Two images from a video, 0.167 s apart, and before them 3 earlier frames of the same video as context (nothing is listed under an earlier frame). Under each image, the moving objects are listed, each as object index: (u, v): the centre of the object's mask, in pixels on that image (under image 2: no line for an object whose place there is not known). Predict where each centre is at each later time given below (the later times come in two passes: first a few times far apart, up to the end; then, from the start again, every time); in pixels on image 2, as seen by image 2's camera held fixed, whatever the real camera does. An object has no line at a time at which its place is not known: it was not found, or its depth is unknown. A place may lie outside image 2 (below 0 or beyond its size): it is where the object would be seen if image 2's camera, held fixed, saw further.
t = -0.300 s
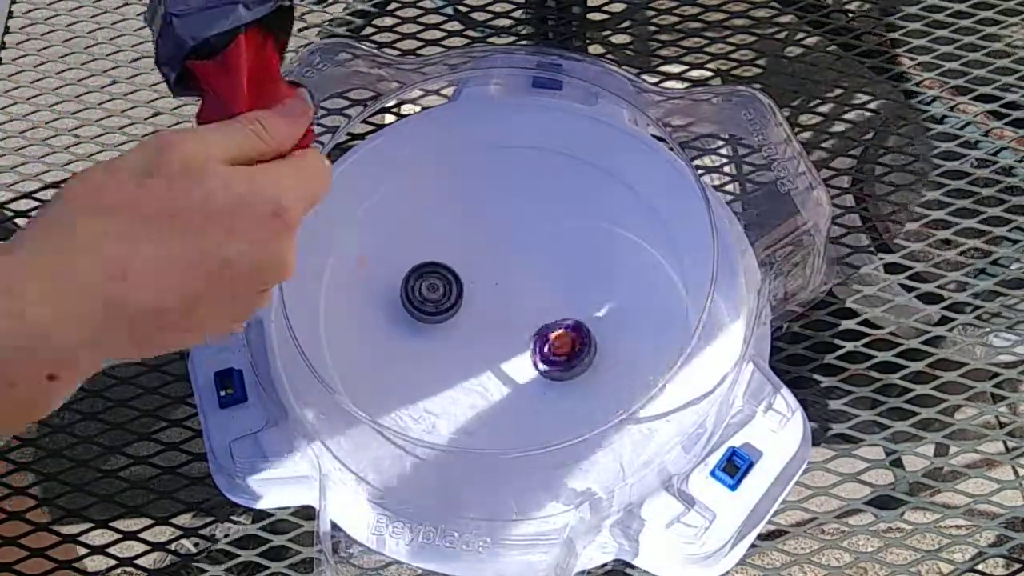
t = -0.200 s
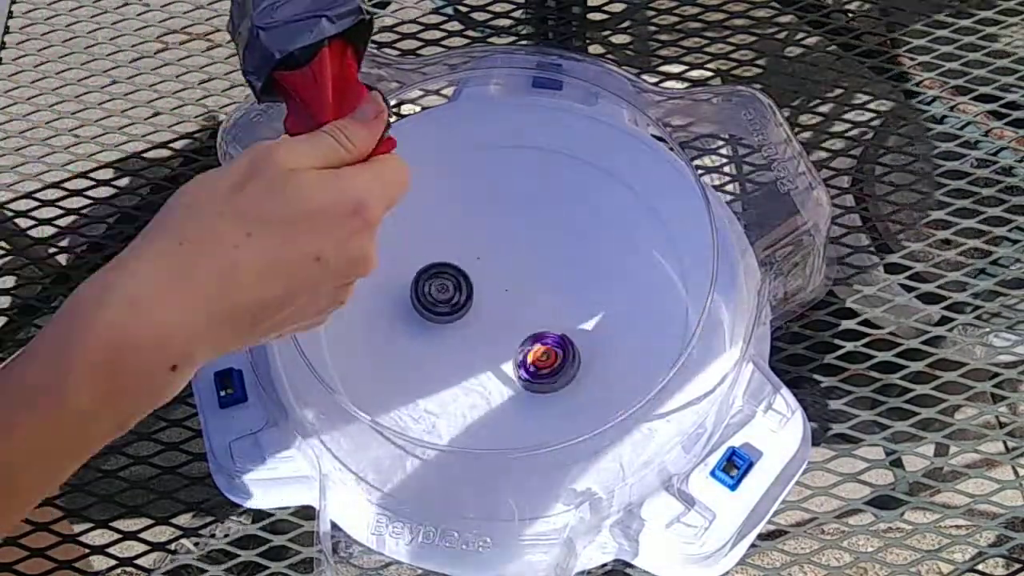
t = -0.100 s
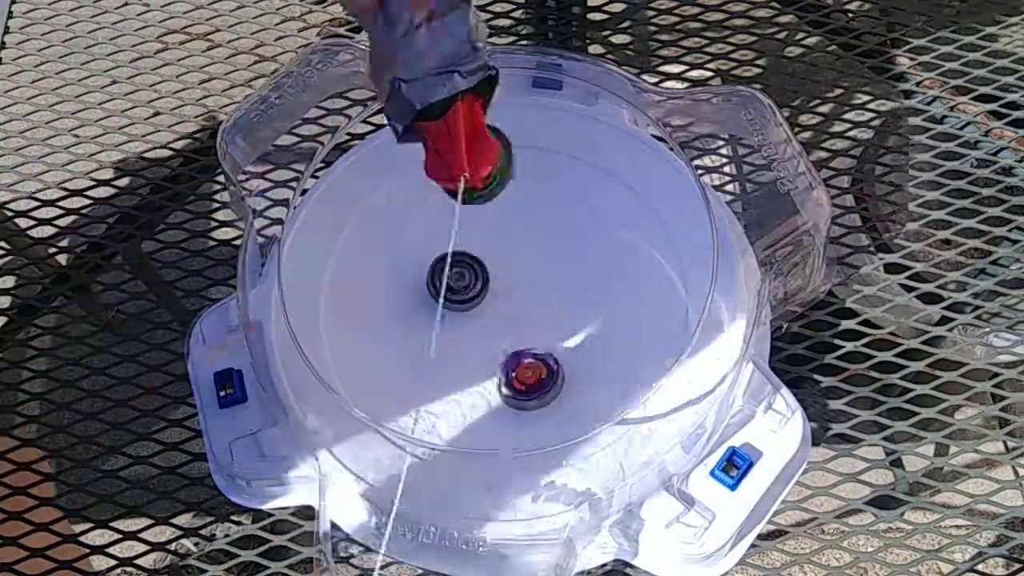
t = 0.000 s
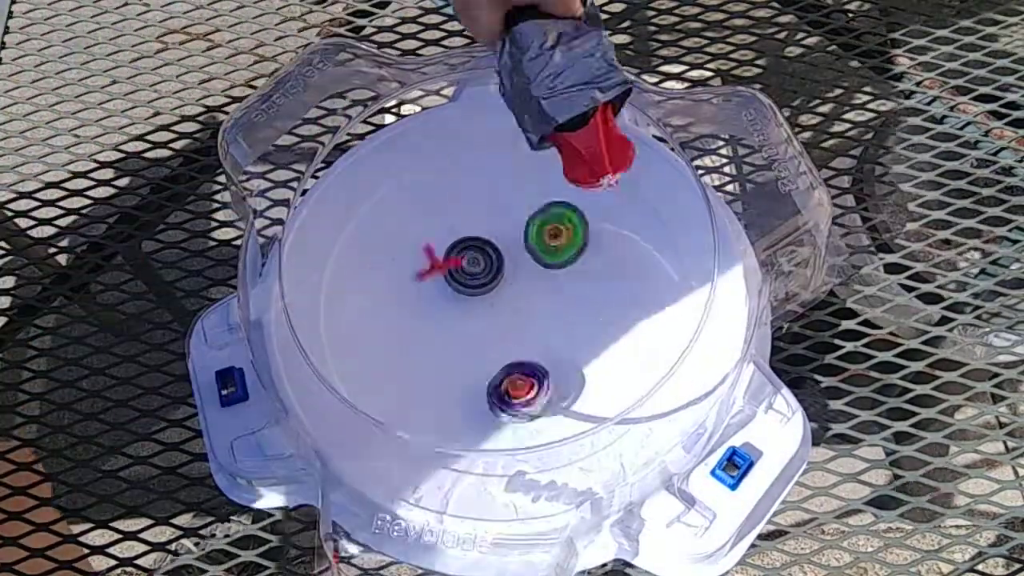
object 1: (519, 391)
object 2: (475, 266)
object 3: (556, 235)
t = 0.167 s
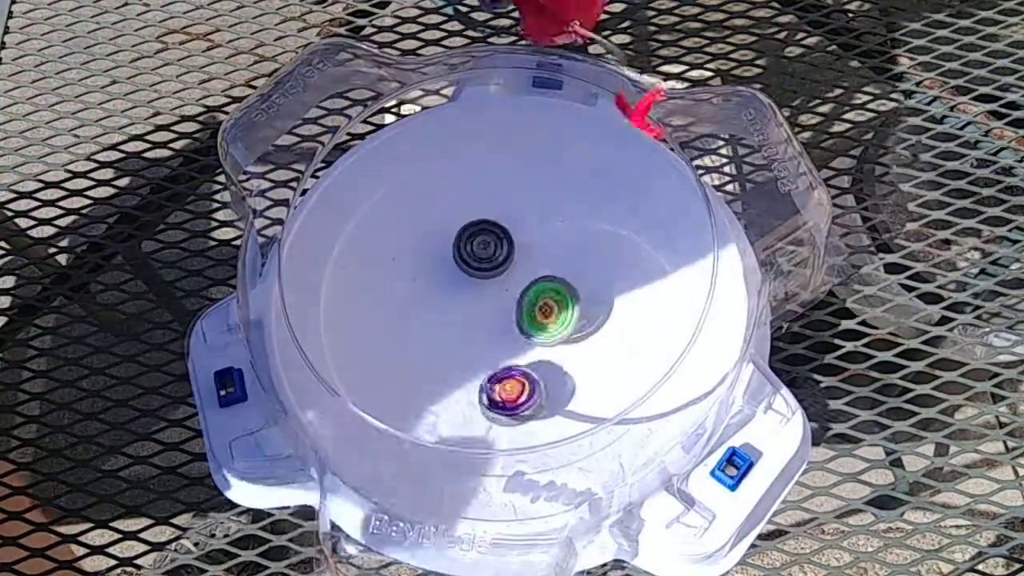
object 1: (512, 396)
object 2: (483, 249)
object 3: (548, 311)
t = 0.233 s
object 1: (502, 393)
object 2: (485, 249)
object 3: (536, 339)
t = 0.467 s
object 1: (385, 397)
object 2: (488, 256)
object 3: (559, 358)
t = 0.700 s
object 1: (393, 363)
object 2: (493, 268)
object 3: (520, 362)
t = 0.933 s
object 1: (429, 306)
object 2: (523, 277)
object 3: (483, 365)
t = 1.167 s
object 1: (430, 208)
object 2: (538, 273)
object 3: (473, 392)
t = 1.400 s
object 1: (439, 243)
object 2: (527, 280)
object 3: (465, 361)
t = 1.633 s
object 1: (462, 274)
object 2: (515, 310)
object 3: (421, 359)
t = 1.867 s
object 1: (497, 227)
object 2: (518, 358)
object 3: (414, 361)
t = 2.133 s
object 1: (456, 255)
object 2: (548, 340)
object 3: (441, 336)
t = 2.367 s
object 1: (472, 296)
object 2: (524, 331)
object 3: (418, 369)
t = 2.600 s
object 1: (502, 260)
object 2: (486, 358)
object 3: (407, 378)
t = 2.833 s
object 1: (422, 327)
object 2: (547, 357)
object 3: (346, 289)
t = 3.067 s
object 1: (371, 434)
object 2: (511, 305)
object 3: (425, 264)
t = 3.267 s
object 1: (467, 417)
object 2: (497, 325)
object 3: (457, 252)
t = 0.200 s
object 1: (510, 394)
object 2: (485, 249)
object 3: (541, 327)
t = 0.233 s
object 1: (502, 393)
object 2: (485, 249)
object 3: (536, 339)
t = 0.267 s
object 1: (479, 398)
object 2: (486, 249)
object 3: (543, 343)
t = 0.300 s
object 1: (456, 408)
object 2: (487, 250)
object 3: (550, 346)
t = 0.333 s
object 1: (435, 408)
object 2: (487, 251)
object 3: (555, 349)
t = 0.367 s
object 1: (417, 408)
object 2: (487, 252)
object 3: (557, 353)
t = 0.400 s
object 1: (403, 404)
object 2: (487, 251)
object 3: (560, 354)
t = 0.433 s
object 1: (392, 400)
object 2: (487, 253)
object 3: (560, 356)
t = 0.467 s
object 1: (385, 397)
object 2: (488, 256)
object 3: (559, 358)
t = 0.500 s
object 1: (379, 391)
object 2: (487, 258)
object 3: (556, 360)
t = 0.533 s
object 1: (376, 388)
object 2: (487, 261)
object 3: (553, 361)
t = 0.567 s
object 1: (376, 384)
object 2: (487, 263)
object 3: (548, 362)
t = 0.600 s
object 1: (377, 379)
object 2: (487, 264)
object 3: (543, 362)
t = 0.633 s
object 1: (381, 374)
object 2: (489, 266)
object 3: (536, 363)
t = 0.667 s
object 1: (387, 369)
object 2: (491, 267)
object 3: (528, 363)
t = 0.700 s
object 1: (393, 363)
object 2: (493, 268)
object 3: (520, 362)
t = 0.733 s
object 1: (400, 357)
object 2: (497, 271)
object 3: (512, 361)
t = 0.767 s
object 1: (407, 352)
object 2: (500, 272)
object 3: (504, 359)
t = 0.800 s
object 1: (414, 347)
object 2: (505, 275)
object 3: (498, 359)
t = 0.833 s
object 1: (421, 341)
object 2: (509, 275)
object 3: (491, 358)
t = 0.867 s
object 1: (427, 336)
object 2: (513, 276)
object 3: (486, 357)
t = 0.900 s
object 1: (430, 326)
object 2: (518, 277)
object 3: (482, 358)
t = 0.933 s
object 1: (429, 306)
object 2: (523, 277)
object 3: (483, 365)
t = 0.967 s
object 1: (427, 287)
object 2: (530, 279)
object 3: (484, 379)
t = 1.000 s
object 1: (427, 268)
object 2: (537, 279)
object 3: (483, 382)
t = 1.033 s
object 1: (426, 252)
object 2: (540, 280)
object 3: (481, 389)
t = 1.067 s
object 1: (427, 237)
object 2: (542, 279)
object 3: (479, 392)
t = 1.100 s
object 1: (427, 224)
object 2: (541, 277)
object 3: (478, 393)
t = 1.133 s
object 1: (428, 215)
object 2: (539, 275)
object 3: (475, 393)
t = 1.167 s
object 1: (430, 208)
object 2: (538, 273)
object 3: (473, 392)
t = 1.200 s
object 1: (431, 204)
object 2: (537, 272)
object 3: (471, 389)
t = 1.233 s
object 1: (433, 203)
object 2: (537, 271)
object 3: (470, 386)
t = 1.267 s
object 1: (435, 206)
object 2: (534, 271)
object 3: (469, 383)
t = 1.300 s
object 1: (437, 212)
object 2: (535, 272)
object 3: (468, 378)
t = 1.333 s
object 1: (438, 220)
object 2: (533, 275)
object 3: (466, 373)
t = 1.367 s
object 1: (438, 231)
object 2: (529, 278)
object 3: (466, 367)
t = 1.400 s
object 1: (439, 243)
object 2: (527, 280)
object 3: (465, 361)
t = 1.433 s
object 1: (438, 257)
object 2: (526, 284)
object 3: (464, 354)
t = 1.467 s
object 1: (436, 272)
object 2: (526, 289)
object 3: (462, 349)
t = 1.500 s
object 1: (433, 288)
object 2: (524, 293)
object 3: (461, 343)
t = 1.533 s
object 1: (430, 301)
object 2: (524, 298)
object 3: (458, 338)
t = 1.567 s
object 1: (438, 285)
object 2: (522, 301)
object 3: (445, 339)
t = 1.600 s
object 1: (450, 274)
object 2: (519, 306)
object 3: (433, 345)
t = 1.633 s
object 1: (462, 274)
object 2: (515, 310)
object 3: (421, 359)
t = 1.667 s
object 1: (474, 272)
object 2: (513, 319)
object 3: (412, 380)
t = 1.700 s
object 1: (483, 265)
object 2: (513, 330)
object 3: (408, 377)
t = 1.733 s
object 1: (487, 249)
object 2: (513, 340)
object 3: (405, 377)
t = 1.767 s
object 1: (492, 241)
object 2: (514, 347)
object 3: (405, 379)
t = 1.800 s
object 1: (496, 238)
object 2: (514, 352)
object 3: (406, 370)
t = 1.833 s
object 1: (496, 228)
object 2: (515, 356)
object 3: (409, 369)
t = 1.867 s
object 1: (497, 227)
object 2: (518, 358)
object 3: (414, 361)
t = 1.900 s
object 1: (494, 224)
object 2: (521, 358)
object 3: (420, 353)
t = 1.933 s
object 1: (490, 228)
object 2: (525, 356)
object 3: (427, 344)
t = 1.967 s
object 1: (484, 233)
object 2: (529, 356)
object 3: (433, 336)
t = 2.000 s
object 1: (476, 241)
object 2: (533, 353)
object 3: (440, 327)
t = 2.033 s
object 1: (467, 254)
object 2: (536, 350)
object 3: (447, 317)
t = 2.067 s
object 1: (458, 267)
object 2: (540, 346)
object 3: (451, 311)
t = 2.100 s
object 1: (457, 258)
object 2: (544, 343)
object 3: (445, 320)
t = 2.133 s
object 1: (456, 255)
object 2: (548, 340)
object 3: (441, 336)
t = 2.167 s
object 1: (457, 261)
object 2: (548, 336)
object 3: (438, 342)
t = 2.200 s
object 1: (459, 274)
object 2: (547, 332)
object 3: (437, 349)
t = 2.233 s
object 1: (457, 277)
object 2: (546, 329)
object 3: (436, 352)
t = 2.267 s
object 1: (456, 289)
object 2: (541, 327)
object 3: (436, 354)
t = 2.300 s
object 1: (455, 301)
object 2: (535, 327)
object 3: (436, 354)
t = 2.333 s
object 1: (460, 300)
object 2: (530, 327)
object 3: (429, 358)
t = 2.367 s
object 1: (472, 296)
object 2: (524, 331)
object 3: (418, 369)
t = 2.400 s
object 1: (483, 293)
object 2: (519, 333)
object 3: (409, 384)
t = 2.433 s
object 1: (492, 288)
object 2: (514, 337)
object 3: (403, 388)
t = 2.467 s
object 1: (498, 279)
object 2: (508, 341)
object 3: (400, 391)
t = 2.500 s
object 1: (502, 270)
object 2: (504, 346)
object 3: (399, 394)
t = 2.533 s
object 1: (504, 264)
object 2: (497, 351)
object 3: (401, 390)
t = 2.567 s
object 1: (504, 260)
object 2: (490, 355)
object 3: (403, 385)
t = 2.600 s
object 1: (502, 260)
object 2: (486, 358)
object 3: (407, 378)
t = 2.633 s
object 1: (496, 262)
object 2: (481, 362)
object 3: (411, 370)
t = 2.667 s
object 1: (488, 267)
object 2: (488, 361)
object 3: (402, 352)
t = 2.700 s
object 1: (478, 275)
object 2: (507, 363)
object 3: (385, 330)
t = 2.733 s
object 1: (466, 285)
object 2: (522, 365)
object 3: (368, 314)
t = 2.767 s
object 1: (452, 298)
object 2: (533, 362)
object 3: (355, 306)
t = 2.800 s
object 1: (438, 312)
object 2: (542, 361)
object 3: (345, 305)
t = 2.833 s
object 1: (422, 327)
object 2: (547, 357)
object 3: (346, 289)
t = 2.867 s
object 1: (407, 344)
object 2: (548, 350)
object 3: (350, 278)
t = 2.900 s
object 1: (392, 362)
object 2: (546, 342)
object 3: (357, 275)
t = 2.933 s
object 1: (378, 381)
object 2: (542, 335)
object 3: (367, 269)
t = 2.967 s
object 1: (367, 399)
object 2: (534, 329)
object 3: (380, 268)
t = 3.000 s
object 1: (359, 415)
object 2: (527, 321)
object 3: (394, 266)
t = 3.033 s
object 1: (363, 423)
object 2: (518, 313)
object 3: (409, 264)
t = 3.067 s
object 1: (371, 434)
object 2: (511, 305)
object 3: (425, 264)
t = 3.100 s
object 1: (383, 441)
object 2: (501, 302)
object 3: (442, 266)
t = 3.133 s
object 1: (397, 443)
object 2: (498, 301)
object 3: (449, 262)
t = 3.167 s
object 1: (415, 441)
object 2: (501, 307)
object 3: (450, 259)
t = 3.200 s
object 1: (433, 435)
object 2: (501, 313)
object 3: (451, 255)
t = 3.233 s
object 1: (451, 428)
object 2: (501, 320)
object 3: (454, 253)
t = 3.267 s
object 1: (467, 417)
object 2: (497, 325)
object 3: (457, 252)
